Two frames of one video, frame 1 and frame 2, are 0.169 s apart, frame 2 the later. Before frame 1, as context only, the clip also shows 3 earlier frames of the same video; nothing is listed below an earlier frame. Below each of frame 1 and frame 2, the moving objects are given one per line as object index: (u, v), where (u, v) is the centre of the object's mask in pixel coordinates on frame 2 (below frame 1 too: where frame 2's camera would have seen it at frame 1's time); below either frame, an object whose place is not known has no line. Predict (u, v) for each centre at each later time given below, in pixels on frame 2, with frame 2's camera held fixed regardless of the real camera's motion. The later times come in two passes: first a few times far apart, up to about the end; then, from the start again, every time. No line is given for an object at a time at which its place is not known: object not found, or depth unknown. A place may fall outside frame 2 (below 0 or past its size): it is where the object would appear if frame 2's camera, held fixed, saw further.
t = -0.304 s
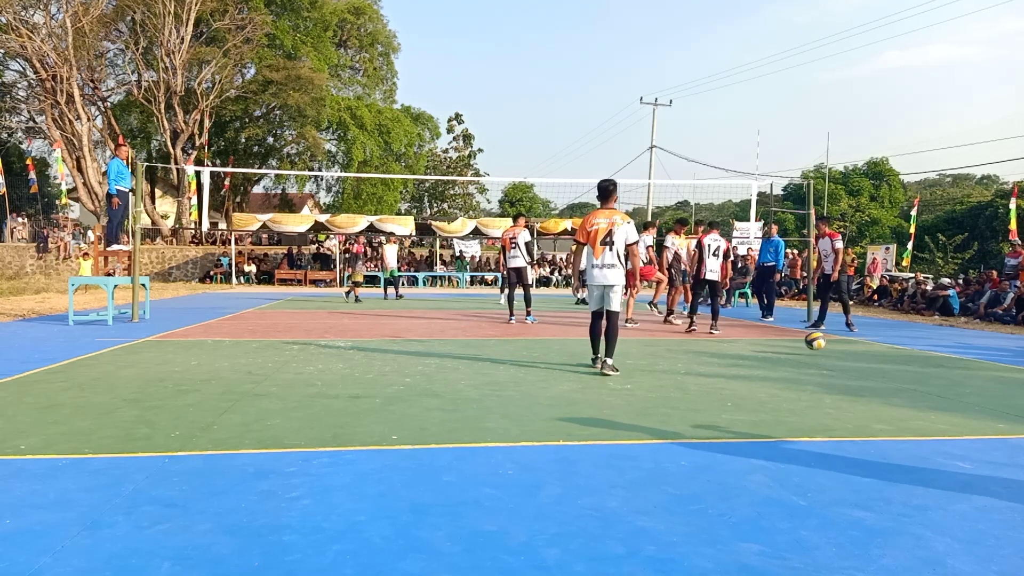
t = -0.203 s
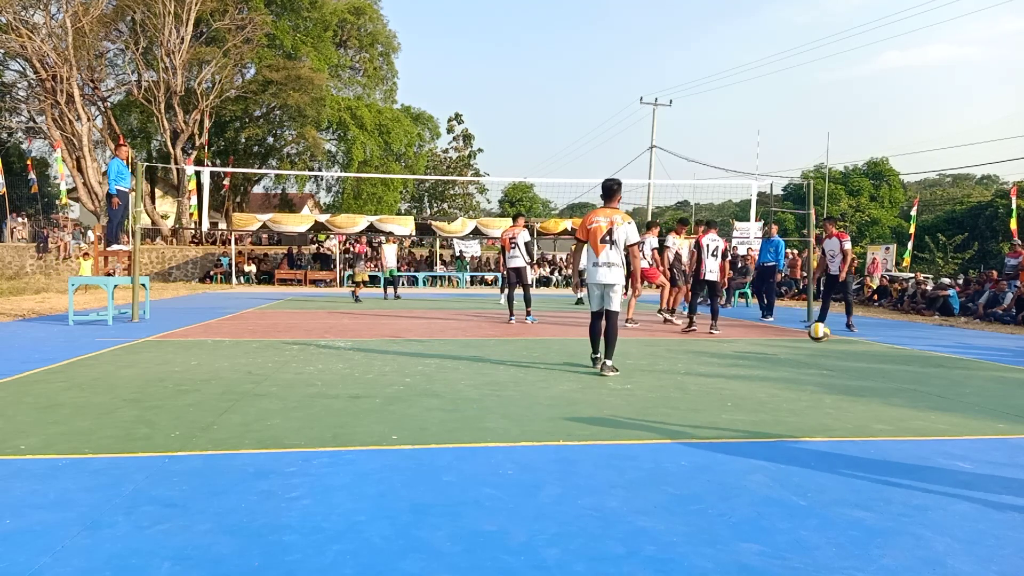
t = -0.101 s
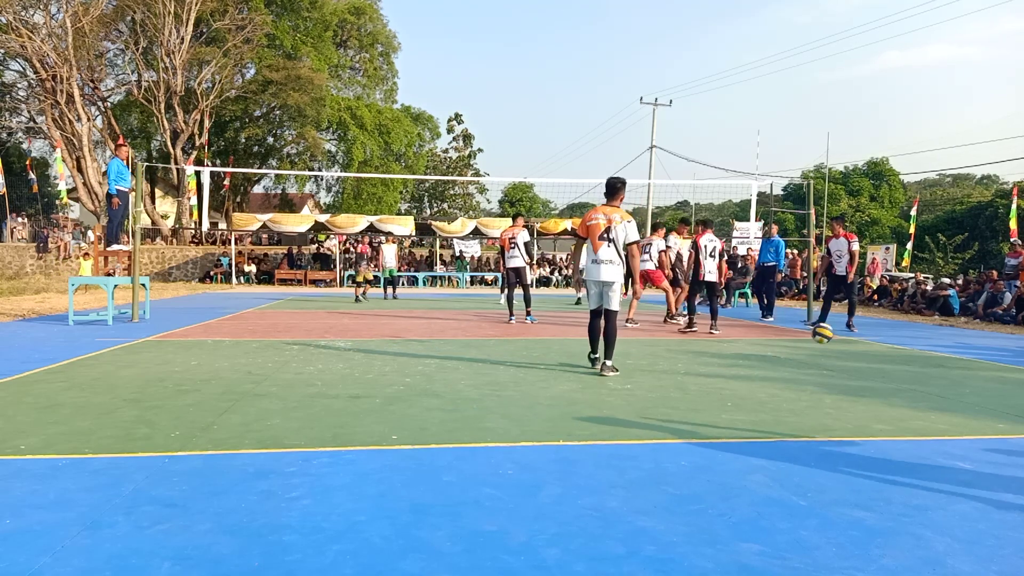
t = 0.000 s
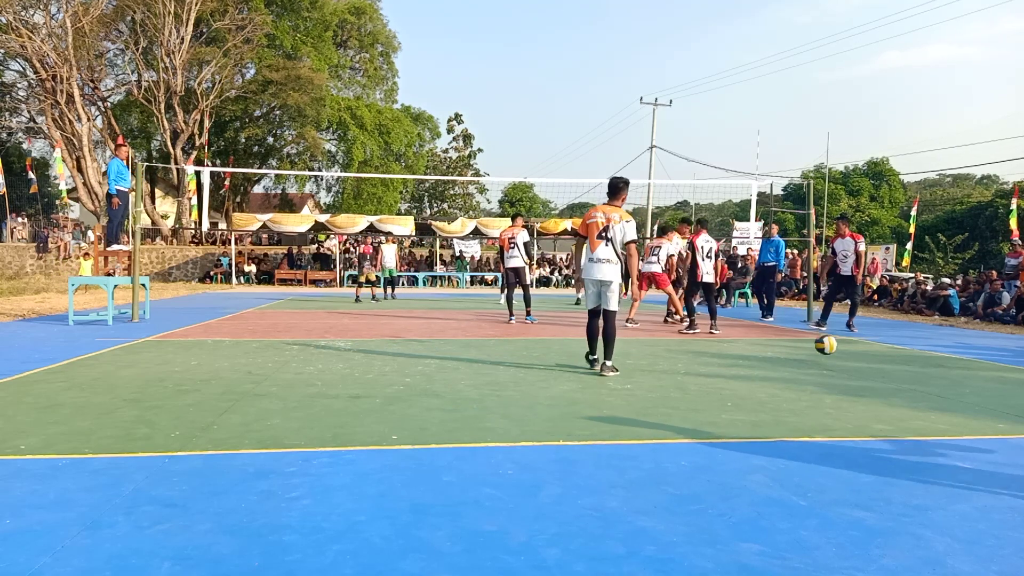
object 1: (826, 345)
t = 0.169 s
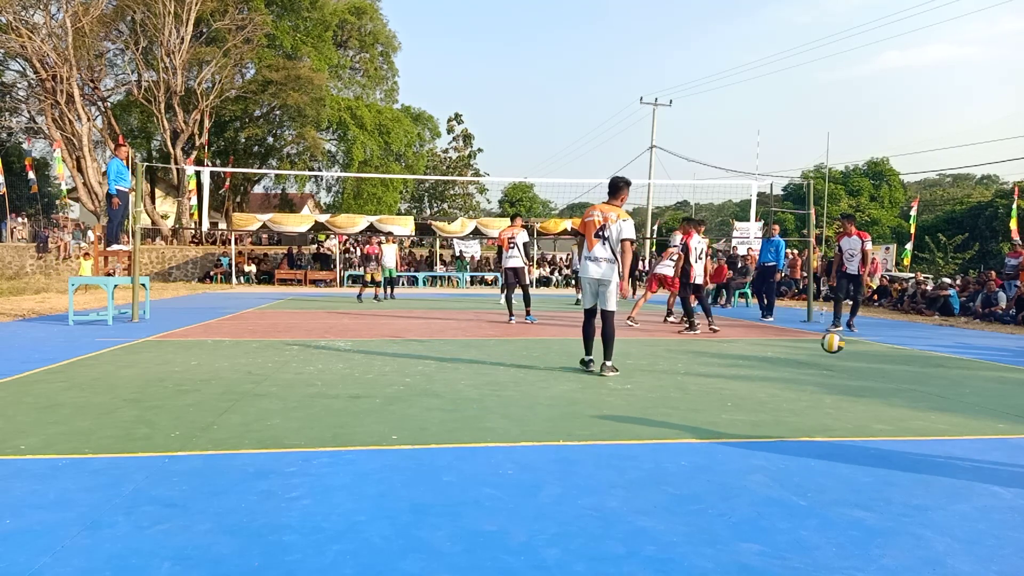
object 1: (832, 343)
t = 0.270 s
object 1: (838, 344)
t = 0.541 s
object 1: (850, 352)
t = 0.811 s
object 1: (866, 361)
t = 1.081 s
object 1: (883, 371)
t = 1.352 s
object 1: (904, 382)
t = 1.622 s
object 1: (930, 401)
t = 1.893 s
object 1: (962, 415)
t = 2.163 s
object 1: (1003, 435)
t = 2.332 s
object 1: (1018, 446)
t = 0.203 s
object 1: (834, 342)
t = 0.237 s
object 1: (836, 342)
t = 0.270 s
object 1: (838, 344)
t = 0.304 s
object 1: (839, 347)
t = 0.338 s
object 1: (840, 352)
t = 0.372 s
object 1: (842, 357)
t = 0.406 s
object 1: (843, 361)
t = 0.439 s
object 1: (845, 356)
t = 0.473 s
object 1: (846, 354)
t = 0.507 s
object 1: (848, 352)
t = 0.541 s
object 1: (850, 352)
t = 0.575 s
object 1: (852, 353)
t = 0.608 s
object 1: (854, 355)
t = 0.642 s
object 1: (856, 358)
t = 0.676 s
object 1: (858, 363)
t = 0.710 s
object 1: (859, 369)
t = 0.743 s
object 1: (861, 365)
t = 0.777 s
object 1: (863, 362)
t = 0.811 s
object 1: (866, 361)
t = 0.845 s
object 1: (867, 361)
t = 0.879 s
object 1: (870, 363)
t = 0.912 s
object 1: (872, 366)
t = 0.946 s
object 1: (874, 370)
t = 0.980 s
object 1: (876, 376)
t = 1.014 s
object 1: (878, 374)
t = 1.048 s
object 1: (880, 372)
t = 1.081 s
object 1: (883, 371)
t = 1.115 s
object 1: (885, 372)
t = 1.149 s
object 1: (888, 374)
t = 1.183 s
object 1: (890, 378)
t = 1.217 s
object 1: (892, 383)
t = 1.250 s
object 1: (895, 384)
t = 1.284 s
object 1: (898, 381)
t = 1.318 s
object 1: (901, 381)
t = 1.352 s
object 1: (904, 382)
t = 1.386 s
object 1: (907, 385)
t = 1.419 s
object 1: (910, 389)
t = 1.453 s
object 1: (913, 395)
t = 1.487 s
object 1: (916, 392)
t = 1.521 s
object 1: (920, 391)
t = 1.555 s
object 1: (923, 393)
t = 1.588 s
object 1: (927, 395)
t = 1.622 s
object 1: (930, 401)
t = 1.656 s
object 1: (933, 404)
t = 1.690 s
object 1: (938, 402)
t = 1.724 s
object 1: (941, 403)
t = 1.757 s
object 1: (945, 406)
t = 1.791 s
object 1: (950, 411)
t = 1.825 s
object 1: (953, 413)
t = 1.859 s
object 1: (958, 413)
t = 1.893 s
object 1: (962, 415)
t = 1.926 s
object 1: (967, 419)
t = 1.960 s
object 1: (972, 421)
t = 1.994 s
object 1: (977, 421)
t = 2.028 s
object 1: (982, 424)
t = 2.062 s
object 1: (988, 429)
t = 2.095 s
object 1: (993, 429)
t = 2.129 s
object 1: (999, 431)
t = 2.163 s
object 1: (1003, 435)
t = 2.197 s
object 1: (1006, 437)
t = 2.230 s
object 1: (1009, 438)
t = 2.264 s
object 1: (1012, 443)
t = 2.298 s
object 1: (1015, 445)
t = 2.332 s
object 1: (1018, 446)
